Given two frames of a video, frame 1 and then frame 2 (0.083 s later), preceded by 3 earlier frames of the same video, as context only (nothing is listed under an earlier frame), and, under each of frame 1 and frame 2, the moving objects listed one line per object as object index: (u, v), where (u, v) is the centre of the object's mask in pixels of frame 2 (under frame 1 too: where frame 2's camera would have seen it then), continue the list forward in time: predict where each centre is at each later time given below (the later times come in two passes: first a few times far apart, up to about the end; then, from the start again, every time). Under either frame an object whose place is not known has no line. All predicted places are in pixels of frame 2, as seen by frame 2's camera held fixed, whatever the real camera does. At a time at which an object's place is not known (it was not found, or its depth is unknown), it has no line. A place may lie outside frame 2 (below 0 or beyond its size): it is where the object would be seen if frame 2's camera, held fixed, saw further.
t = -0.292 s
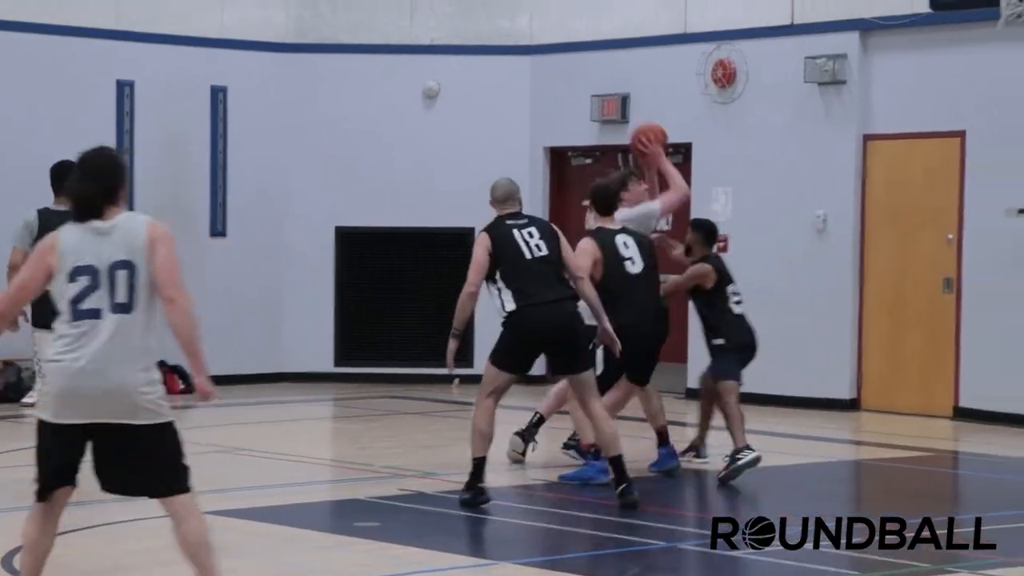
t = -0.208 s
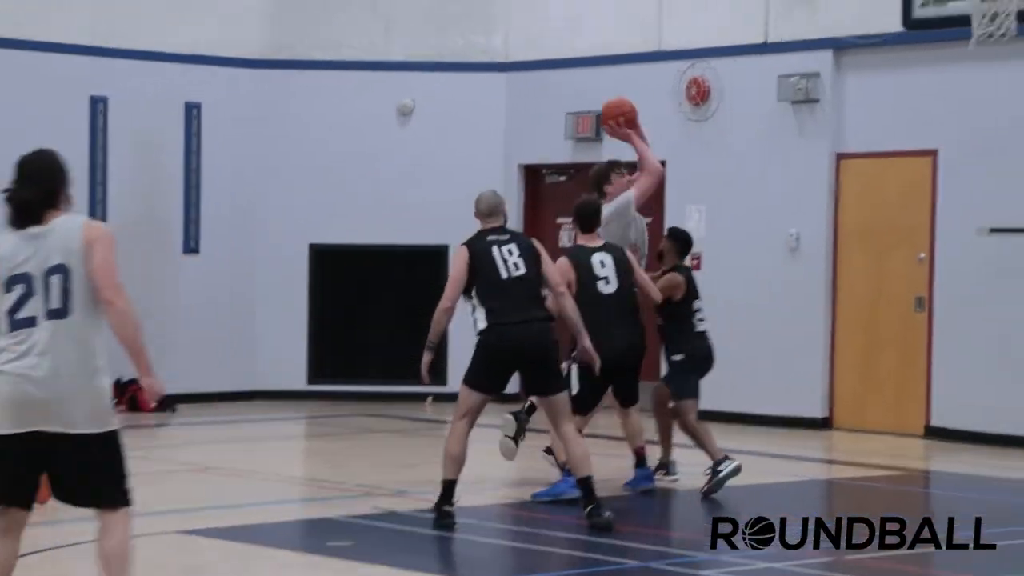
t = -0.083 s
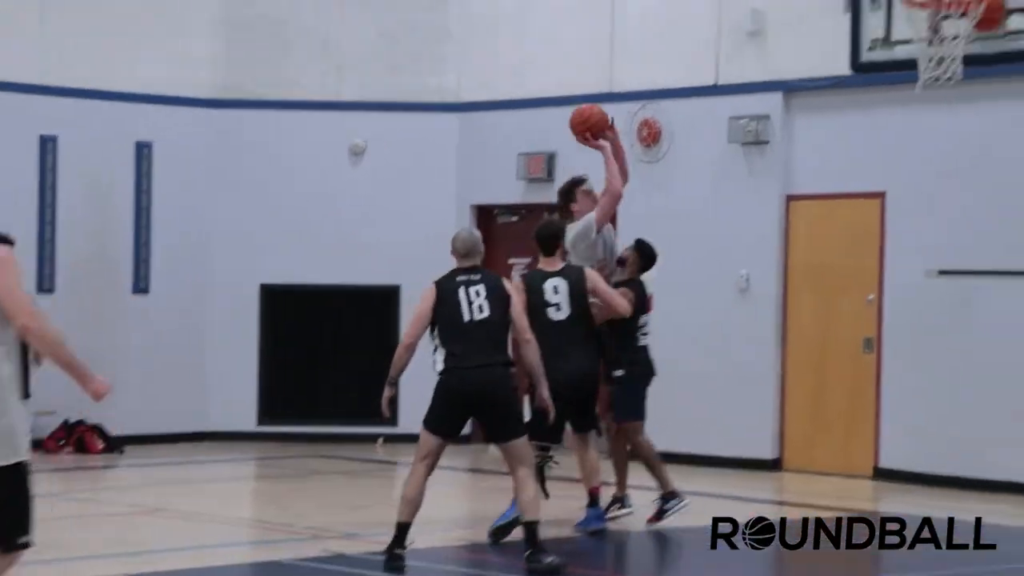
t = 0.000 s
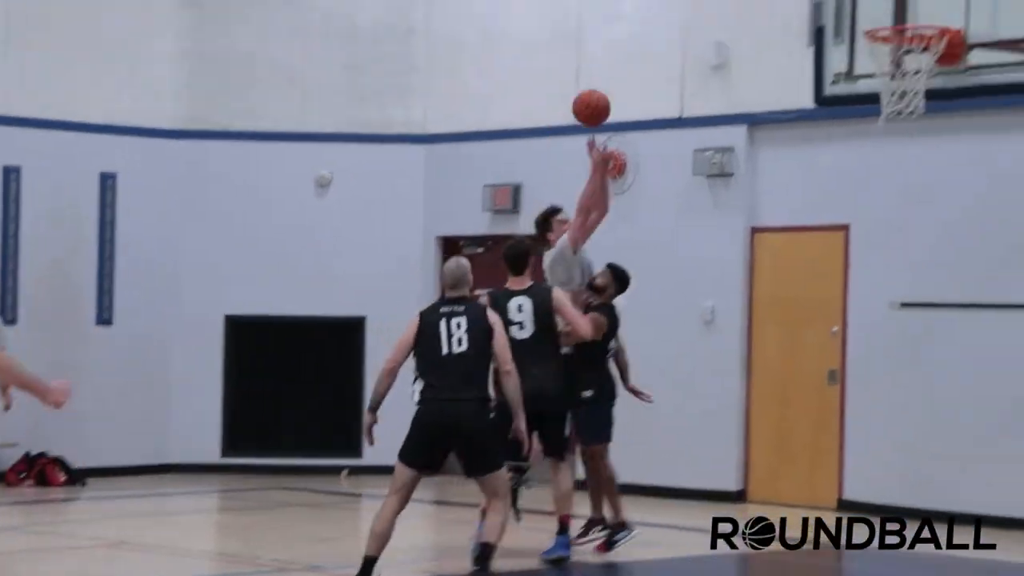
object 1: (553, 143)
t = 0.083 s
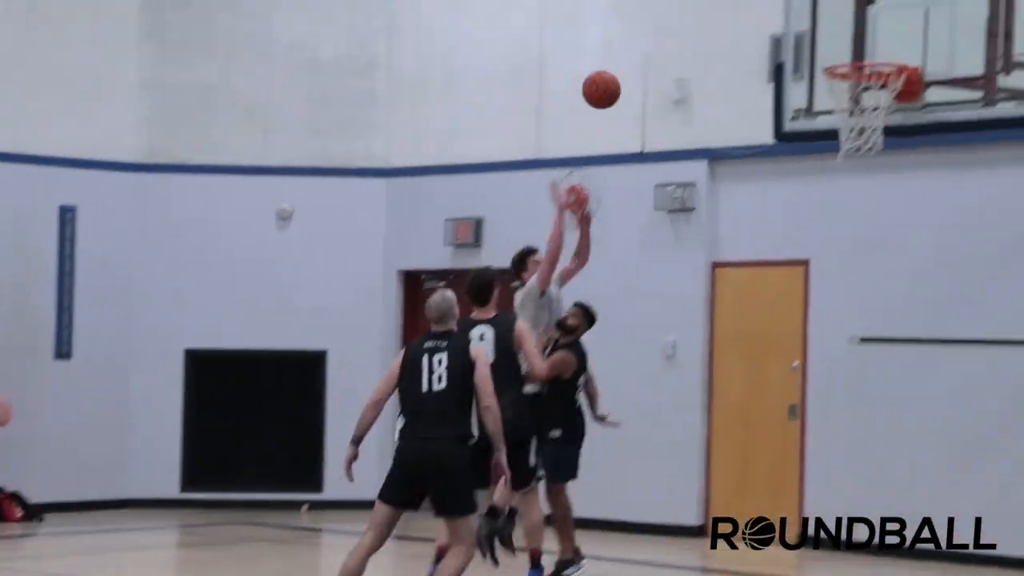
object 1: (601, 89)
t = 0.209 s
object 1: (673, 30)
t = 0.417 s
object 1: (794, -16)
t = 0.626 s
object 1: (825, 11)
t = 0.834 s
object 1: (861, 105)
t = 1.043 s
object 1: (877, 161)
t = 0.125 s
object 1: (625, 67)
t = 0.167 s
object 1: (650, 47)
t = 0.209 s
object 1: (673, 30)
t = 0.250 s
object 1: (698, 15)
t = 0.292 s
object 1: (722, 3)
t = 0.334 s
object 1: (747, -6)
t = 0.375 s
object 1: (772, -13)
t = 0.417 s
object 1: (794, -16)
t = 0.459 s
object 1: (800, -16)
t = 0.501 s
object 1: (806, -15)
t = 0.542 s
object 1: (813, -9)
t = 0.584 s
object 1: (819, -1)
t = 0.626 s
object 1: (825, 11)
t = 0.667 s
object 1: (832, 26)
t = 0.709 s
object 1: (839, 44)
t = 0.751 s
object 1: (844, 55)
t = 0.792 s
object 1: (853, 89)
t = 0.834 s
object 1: (861, 105)
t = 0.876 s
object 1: (866, 114)
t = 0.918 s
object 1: (868, 125)
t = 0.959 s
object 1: (872, 136)
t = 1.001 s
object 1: (874, 145)
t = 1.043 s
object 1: (877, 161)
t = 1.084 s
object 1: (880, 179)
